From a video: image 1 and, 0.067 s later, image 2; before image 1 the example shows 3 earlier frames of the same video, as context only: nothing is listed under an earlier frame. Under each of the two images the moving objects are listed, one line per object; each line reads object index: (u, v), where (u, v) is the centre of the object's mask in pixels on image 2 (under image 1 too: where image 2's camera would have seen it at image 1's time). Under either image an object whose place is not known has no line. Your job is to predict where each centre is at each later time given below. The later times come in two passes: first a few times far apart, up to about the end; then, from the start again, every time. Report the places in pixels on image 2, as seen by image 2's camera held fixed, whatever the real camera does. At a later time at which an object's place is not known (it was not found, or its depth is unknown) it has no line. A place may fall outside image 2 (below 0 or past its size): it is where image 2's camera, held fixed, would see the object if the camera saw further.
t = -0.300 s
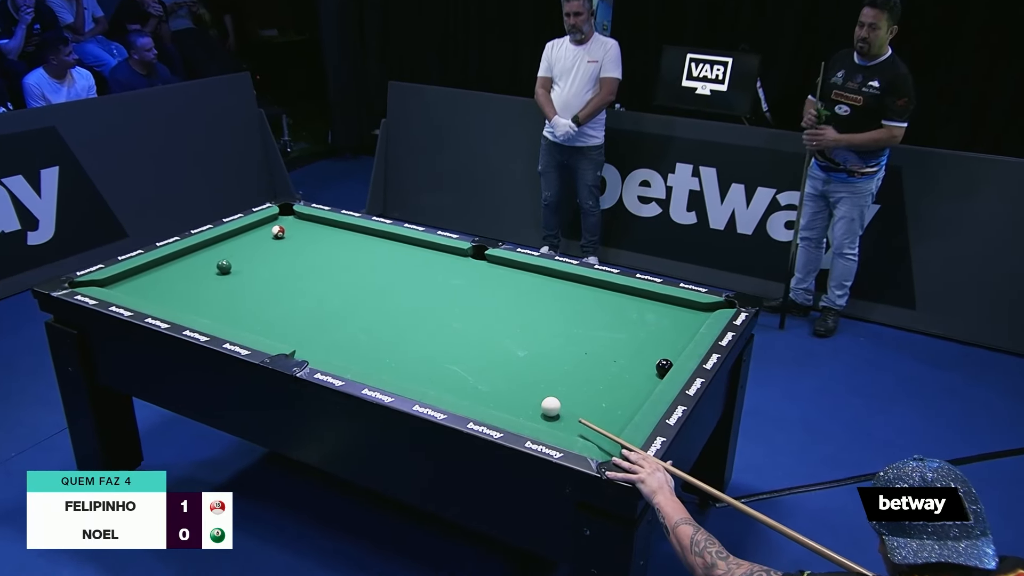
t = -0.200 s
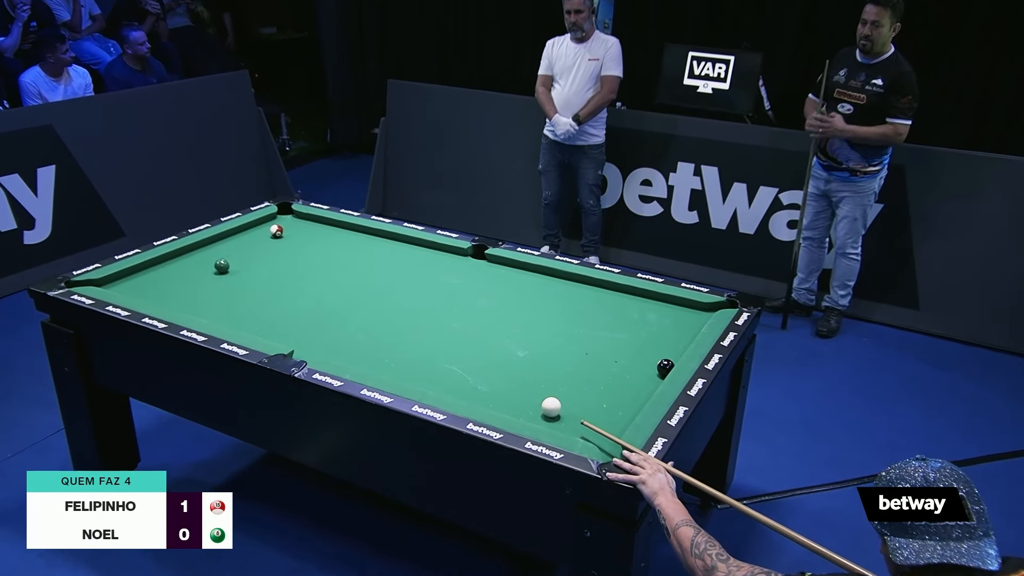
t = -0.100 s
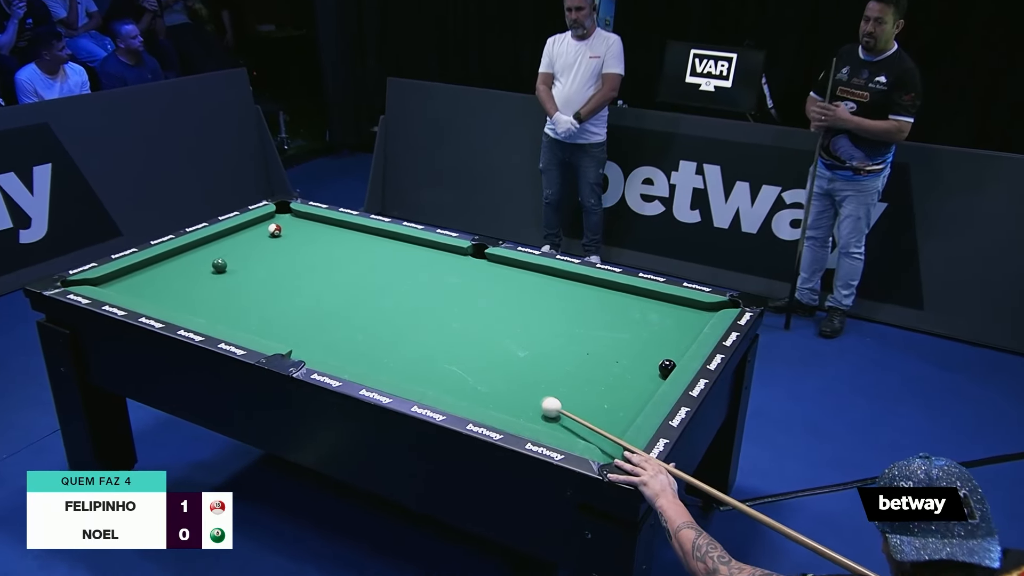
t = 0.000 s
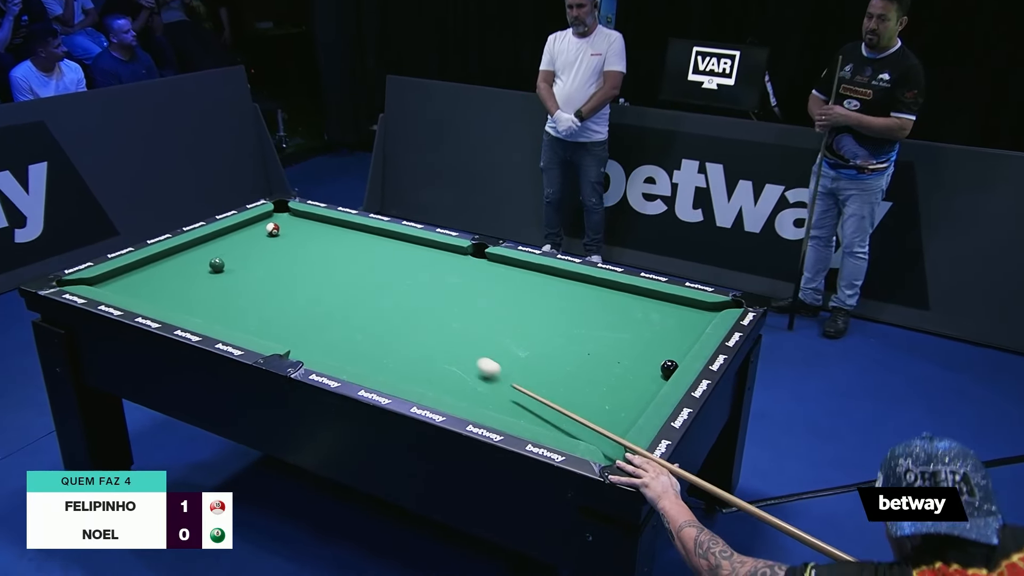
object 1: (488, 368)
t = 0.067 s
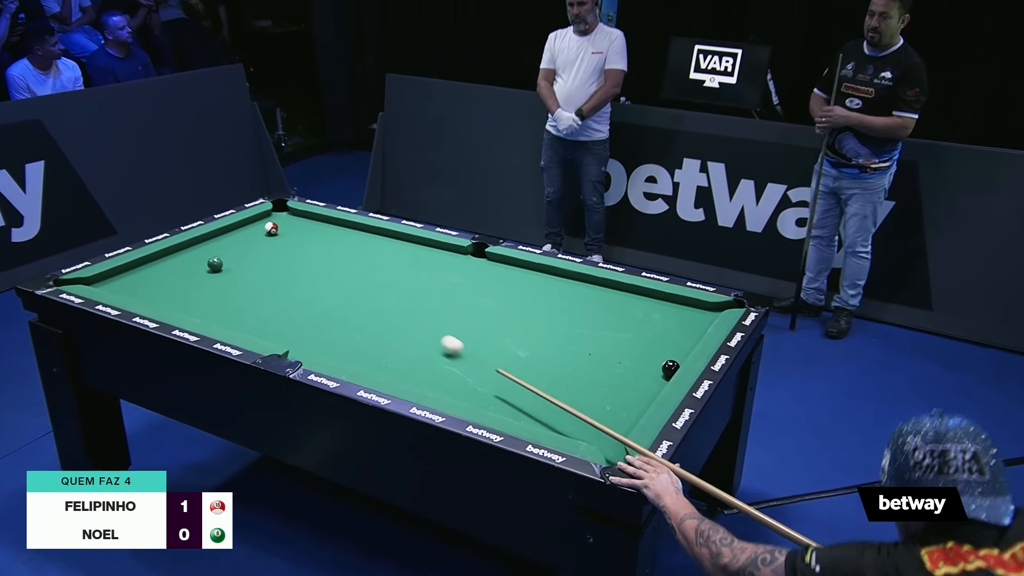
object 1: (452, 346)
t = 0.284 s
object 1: (361, 290)
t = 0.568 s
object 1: (273, 235)
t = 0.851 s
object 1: (238, 240)
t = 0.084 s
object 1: (443, 341)
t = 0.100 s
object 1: (435, 336)
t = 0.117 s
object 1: (427, 331)
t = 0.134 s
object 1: (420, 326)
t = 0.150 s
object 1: (413, 322)
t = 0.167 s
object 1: (406, 317)
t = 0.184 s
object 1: (399, 313)
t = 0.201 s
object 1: (392, 309)
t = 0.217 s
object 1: (386, 305)
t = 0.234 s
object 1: (379, 301)
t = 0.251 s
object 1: (373, 297)
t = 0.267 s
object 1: (367, 294)
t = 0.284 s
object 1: (361, 290)
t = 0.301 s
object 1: (355, 286)
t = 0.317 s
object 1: (349, 283)
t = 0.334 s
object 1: (343, 279)
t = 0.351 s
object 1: (338, 275)
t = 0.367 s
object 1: (332, 272)
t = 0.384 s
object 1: (327, 269)
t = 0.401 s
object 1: (322, 265)
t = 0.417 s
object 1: (316, 262)
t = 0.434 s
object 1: (311, 259)
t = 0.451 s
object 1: (306, 256)
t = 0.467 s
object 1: (301, 253)
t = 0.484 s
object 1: (296, 250)
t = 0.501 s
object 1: (291, 247)
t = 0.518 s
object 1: (287, 244)
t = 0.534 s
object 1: (282, 241)
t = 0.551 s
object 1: (277, 239)
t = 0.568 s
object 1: (273, 235)
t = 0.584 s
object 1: (268, 233)
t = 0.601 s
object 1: (262, 233)
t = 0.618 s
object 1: (257, 233)
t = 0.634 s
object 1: (251, 232)
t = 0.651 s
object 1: (245, 232)
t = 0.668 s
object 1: (239, 232)
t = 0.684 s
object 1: (234, 231)
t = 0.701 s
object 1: (228, 231)
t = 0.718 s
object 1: (225, 231)
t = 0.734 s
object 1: (227, 232)
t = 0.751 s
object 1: (229, 234)
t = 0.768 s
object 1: (231, 235)
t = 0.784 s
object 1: (232, 236)
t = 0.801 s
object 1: (234, 237)
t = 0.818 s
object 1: (235, 238)
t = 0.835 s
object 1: (237, 239)
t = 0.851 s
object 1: (238, 240)
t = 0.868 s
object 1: (239, 241)
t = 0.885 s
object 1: (240, 243)
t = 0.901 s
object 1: (241, 243)
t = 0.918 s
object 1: (243, 245)
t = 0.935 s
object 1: (244, 245)
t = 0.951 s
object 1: (245, 246)
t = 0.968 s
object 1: (246, 247)
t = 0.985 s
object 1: (247, 248)
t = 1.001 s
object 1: (248, 249)
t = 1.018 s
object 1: (249, 250)
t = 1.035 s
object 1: (250, 251)
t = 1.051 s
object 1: (251, 252)
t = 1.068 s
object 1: (253, 253)
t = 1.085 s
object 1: (254, 254)
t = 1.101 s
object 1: (255, 255)
